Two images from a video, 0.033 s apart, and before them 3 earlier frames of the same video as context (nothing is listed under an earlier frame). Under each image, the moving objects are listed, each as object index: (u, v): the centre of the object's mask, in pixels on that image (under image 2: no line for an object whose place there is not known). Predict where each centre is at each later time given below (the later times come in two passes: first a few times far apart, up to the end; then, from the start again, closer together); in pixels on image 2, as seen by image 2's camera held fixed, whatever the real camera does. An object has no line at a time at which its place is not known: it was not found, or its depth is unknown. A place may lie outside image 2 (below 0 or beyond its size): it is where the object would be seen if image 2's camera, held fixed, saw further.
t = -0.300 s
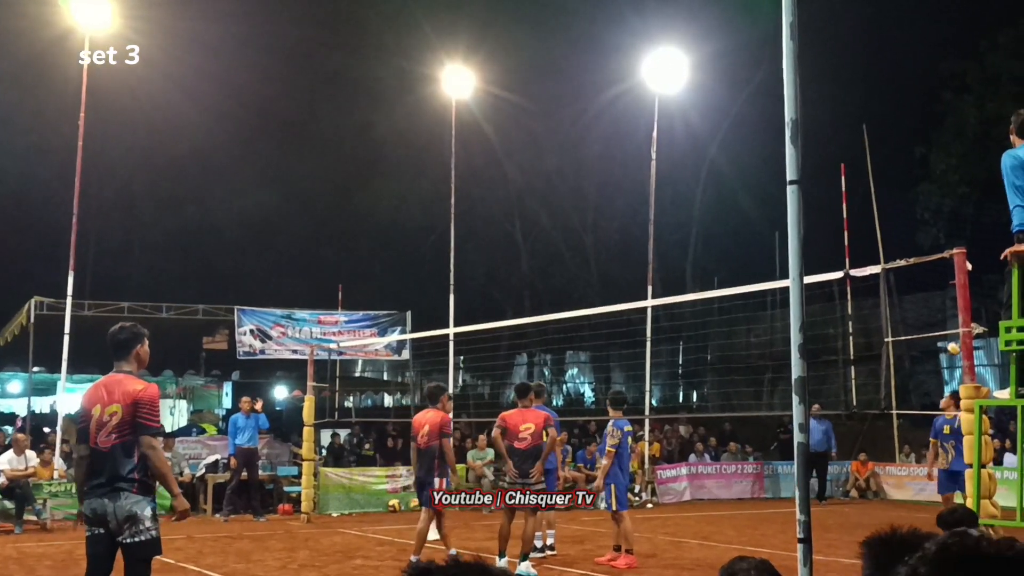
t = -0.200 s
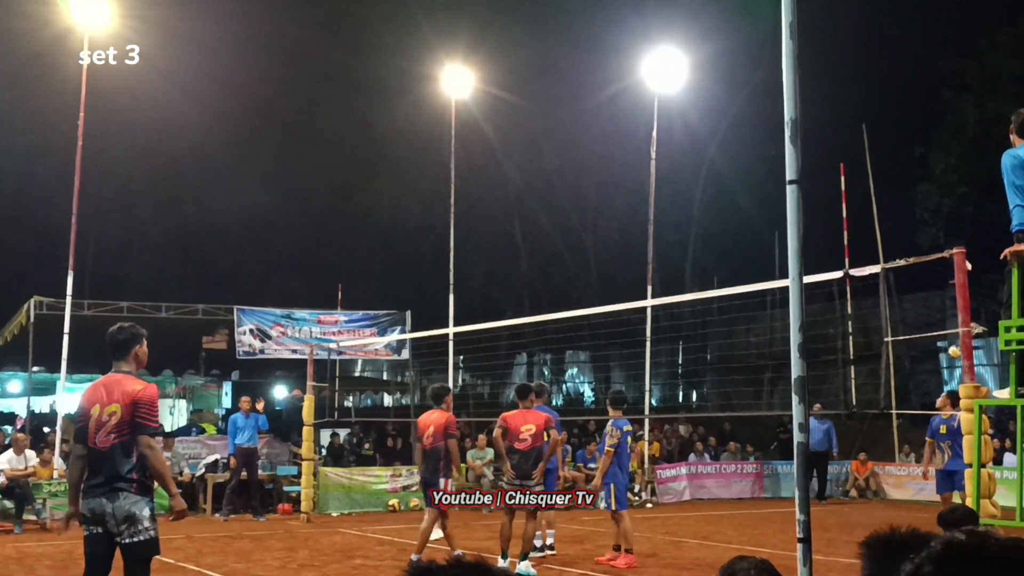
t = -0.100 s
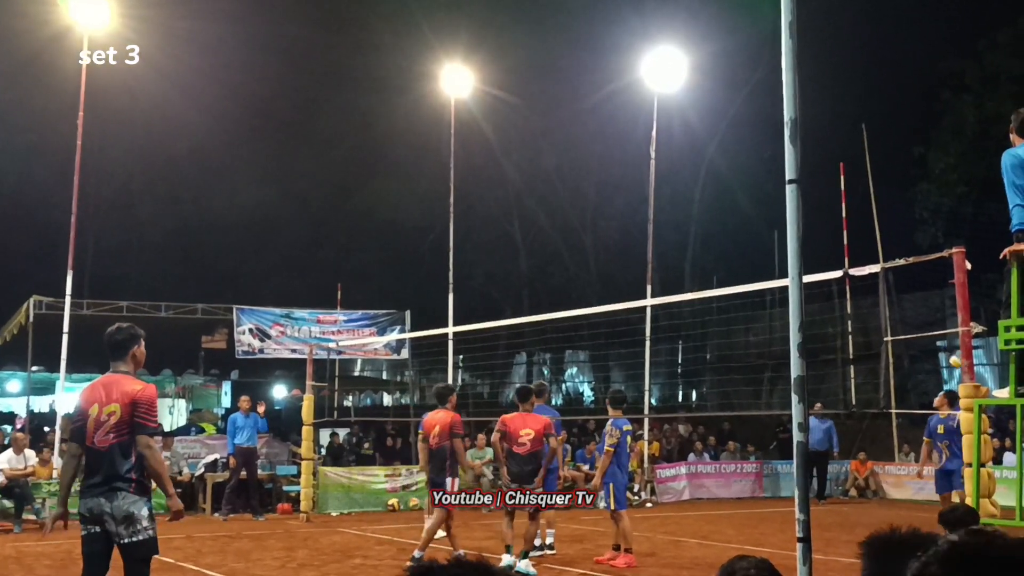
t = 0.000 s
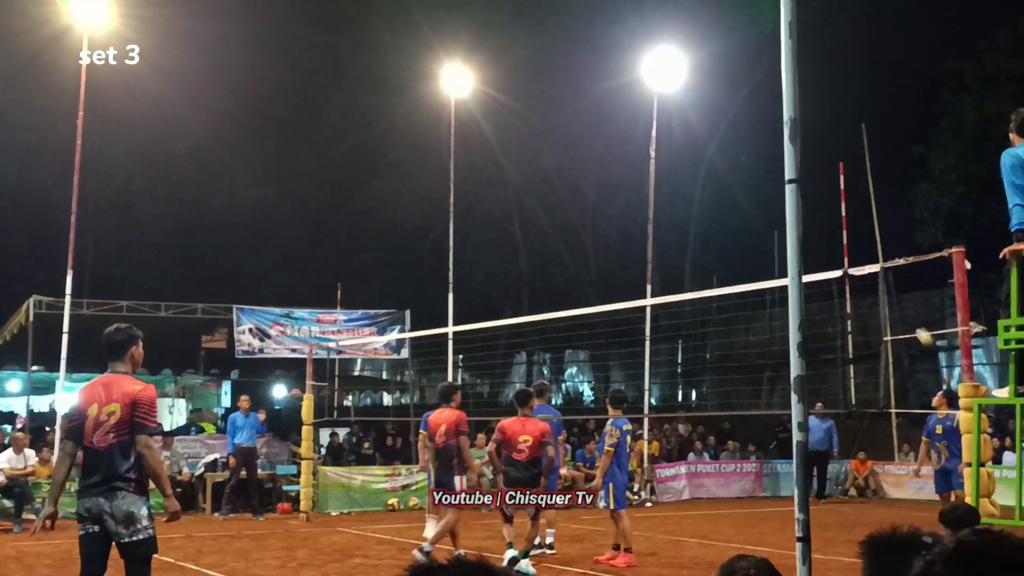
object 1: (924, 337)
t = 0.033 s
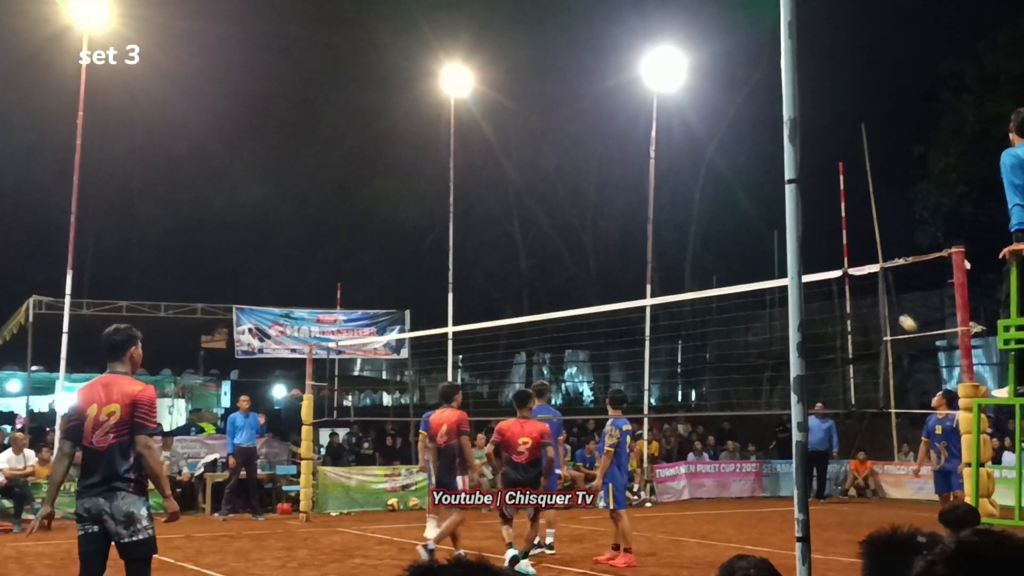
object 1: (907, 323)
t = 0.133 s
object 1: (858, 285)
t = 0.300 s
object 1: (765, 233)
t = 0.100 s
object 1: (872, 296)
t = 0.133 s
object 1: (858, 285)
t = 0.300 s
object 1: (765, 233)
